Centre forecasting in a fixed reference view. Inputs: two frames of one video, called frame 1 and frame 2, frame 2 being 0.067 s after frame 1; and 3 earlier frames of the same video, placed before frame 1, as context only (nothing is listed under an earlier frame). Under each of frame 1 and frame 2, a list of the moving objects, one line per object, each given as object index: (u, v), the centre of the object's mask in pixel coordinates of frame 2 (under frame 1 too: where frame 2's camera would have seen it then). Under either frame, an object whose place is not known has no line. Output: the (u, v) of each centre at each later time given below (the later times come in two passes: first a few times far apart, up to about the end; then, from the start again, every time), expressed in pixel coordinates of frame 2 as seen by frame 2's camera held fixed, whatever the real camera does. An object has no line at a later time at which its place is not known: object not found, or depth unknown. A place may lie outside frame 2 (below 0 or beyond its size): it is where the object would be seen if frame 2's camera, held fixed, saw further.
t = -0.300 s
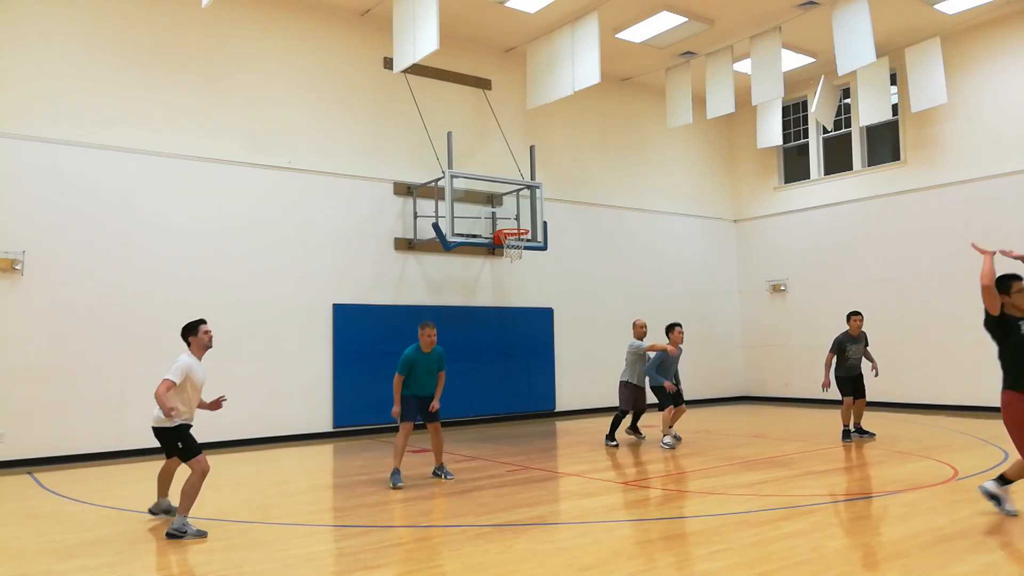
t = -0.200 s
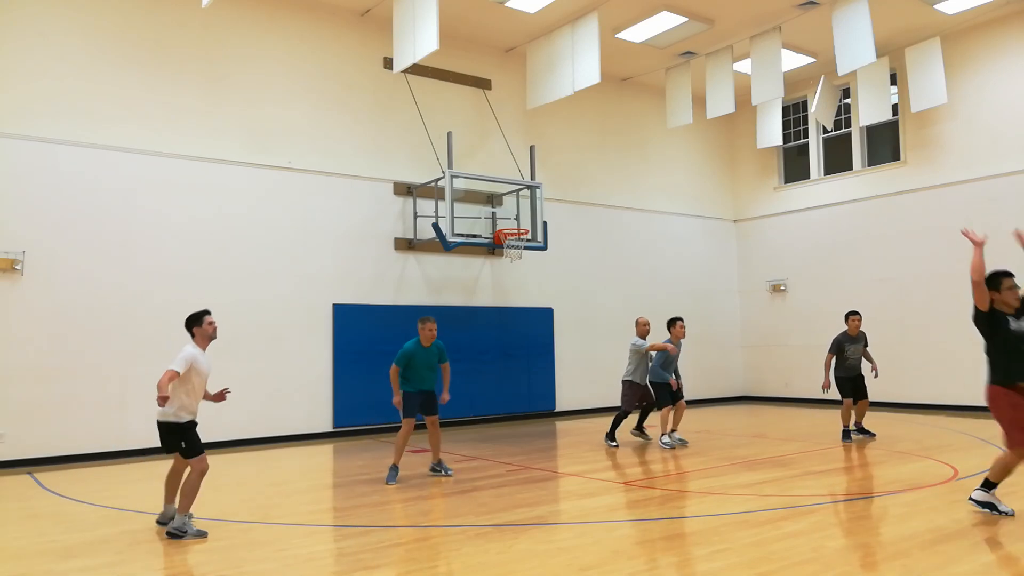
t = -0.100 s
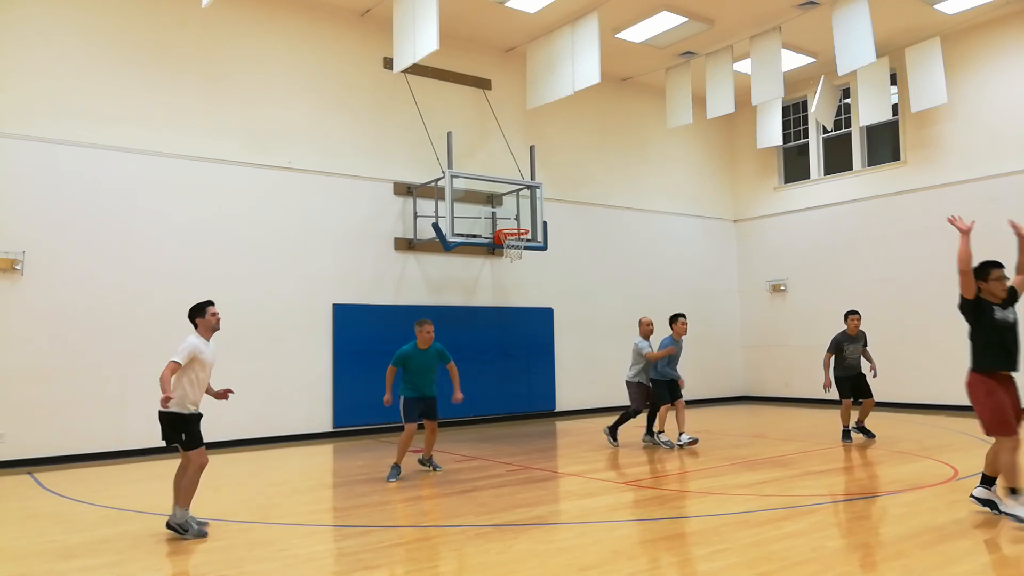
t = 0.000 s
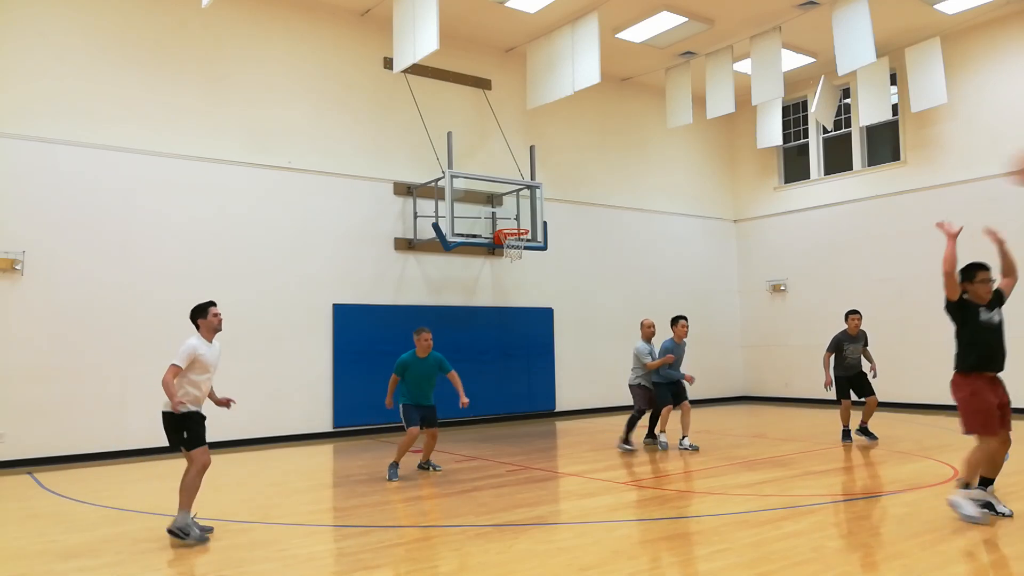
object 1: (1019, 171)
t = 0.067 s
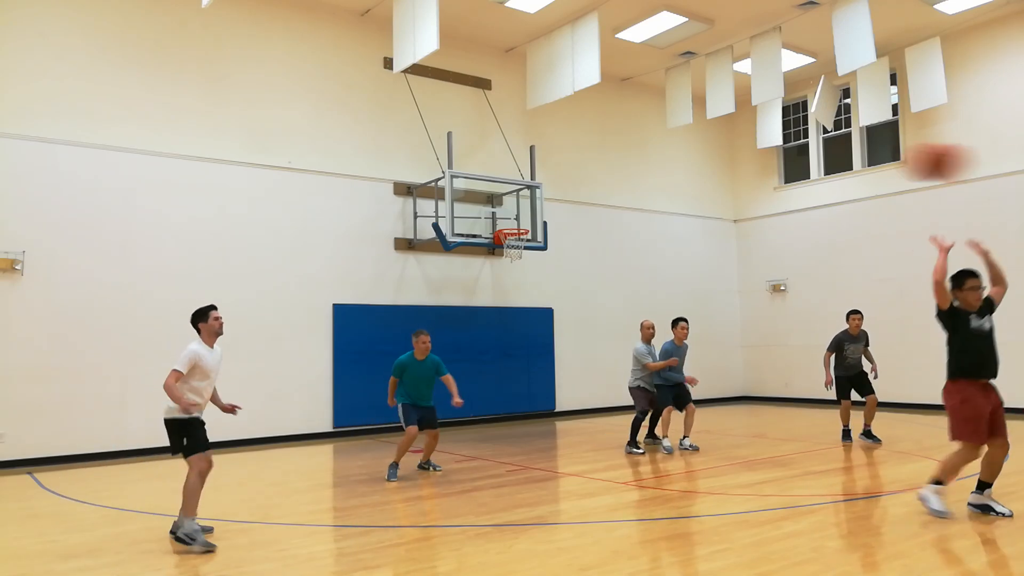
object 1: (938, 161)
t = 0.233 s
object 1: (692, 178)
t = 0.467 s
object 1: (383, 265)
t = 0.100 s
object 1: (890, 160)
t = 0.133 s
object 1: (837, 161)
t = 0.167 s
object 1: (780, 166)
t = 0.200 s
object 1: (737, 172)
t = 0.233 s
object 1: (692, 178)
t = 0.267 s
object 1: (644, 186)
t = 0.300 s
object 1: (599, 195)
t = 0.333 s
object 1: (561, 204)
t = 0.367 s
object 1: (514, 215)
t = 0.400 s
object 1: (474, 226)
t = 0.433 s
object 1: (425, 250)
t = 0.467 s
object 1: (383, 265)
